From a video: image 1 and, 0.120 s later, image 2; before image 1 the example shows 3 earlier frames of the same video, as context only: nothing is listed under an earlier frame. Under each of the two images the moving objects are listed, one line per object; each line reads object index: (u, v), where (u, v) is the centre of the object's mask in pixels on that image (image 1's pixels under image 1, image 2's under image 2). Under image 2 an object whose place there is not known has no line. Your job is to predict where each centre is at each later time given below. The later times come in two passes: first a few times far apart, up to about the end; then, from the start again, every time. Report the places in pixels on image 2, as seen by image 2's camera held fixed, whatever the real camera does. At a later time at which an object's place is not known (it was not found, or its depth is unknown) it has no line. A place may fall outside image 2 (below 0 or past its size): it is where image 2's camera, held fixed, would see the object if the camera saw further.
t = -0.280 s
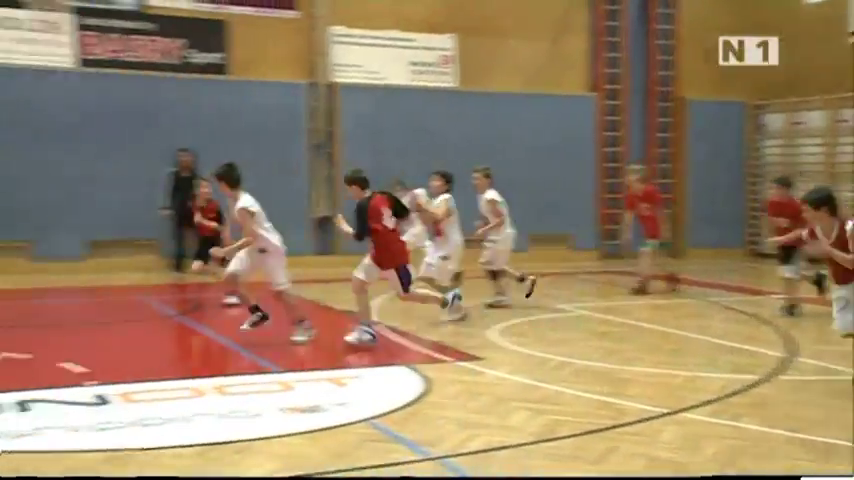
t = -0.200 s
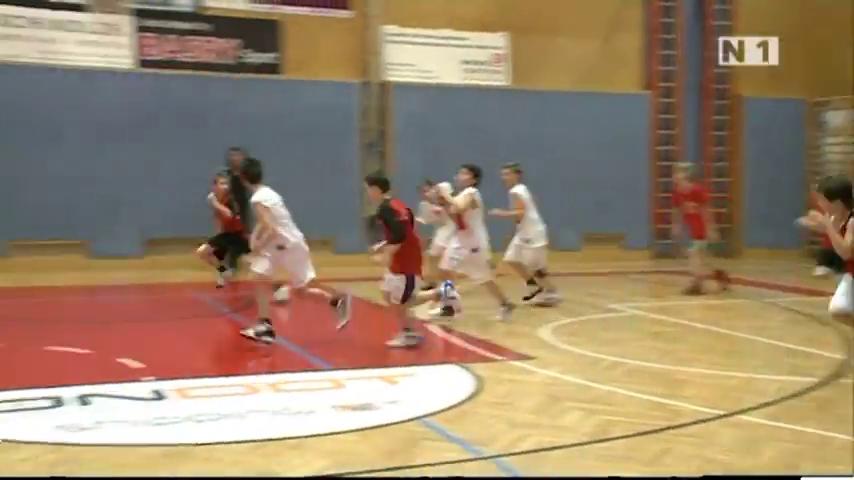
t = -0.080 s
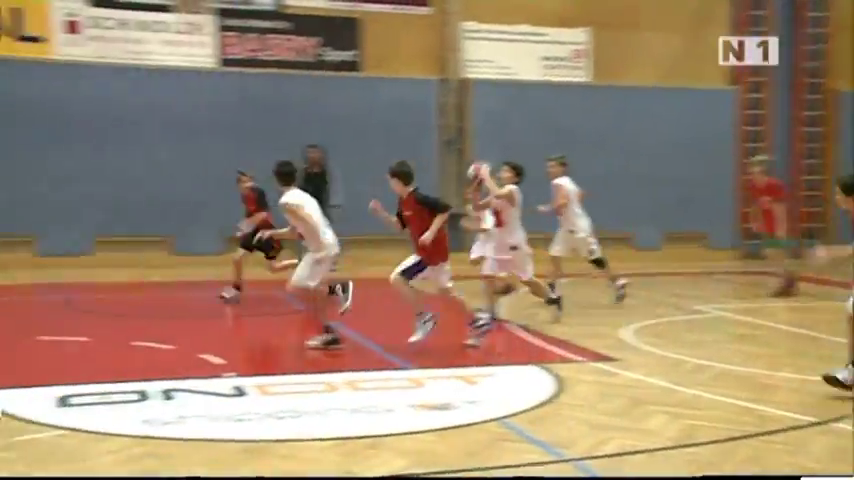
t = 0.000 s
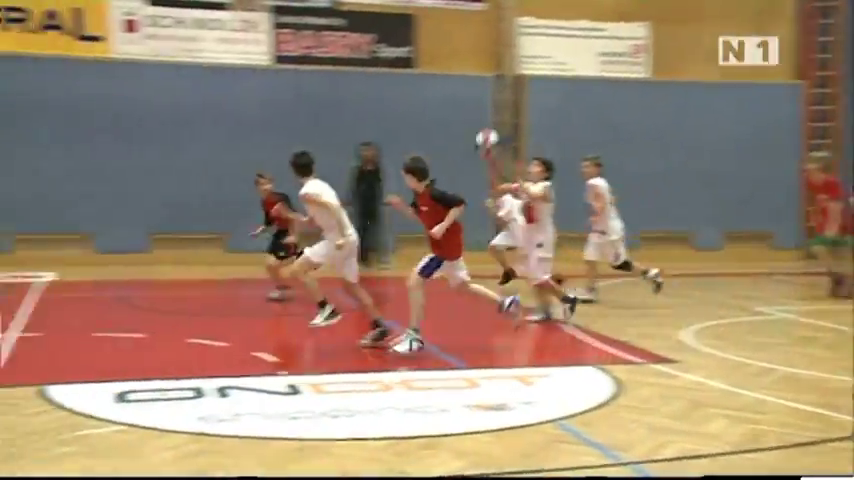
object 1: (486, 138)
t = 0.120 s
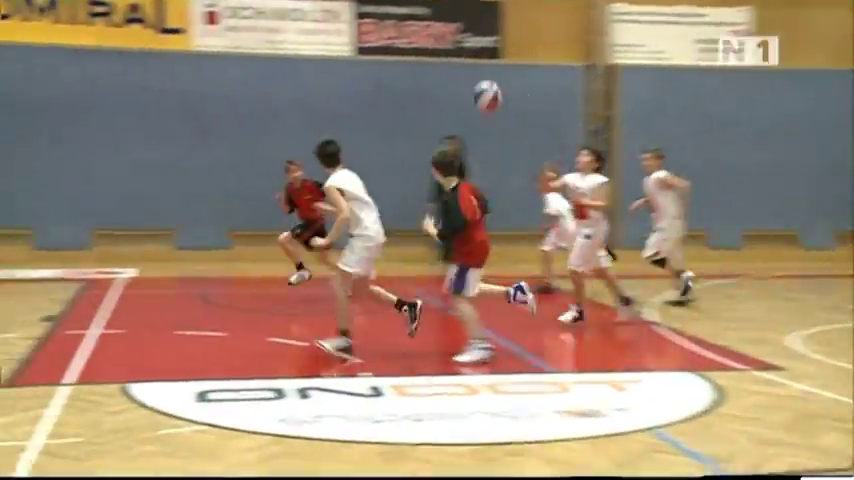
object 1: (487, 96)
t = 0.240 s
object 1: (392, 70)
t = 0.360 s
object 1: (290, 63)
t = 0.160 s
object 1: (457, 85)
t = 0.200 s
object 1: (424, 77)
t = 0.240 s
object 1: (392, 70)
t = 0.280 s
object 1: (359, 65)
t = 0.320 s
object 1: (325, 62)
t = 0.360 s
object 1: (290, 63)
